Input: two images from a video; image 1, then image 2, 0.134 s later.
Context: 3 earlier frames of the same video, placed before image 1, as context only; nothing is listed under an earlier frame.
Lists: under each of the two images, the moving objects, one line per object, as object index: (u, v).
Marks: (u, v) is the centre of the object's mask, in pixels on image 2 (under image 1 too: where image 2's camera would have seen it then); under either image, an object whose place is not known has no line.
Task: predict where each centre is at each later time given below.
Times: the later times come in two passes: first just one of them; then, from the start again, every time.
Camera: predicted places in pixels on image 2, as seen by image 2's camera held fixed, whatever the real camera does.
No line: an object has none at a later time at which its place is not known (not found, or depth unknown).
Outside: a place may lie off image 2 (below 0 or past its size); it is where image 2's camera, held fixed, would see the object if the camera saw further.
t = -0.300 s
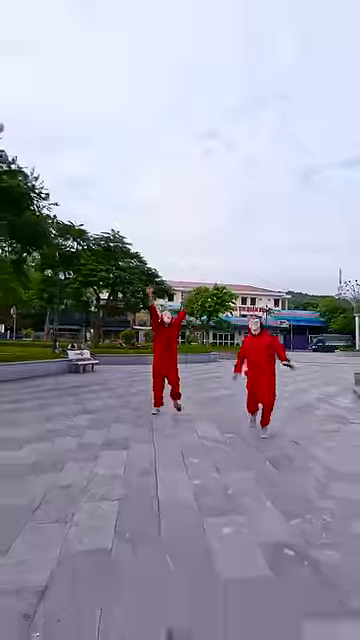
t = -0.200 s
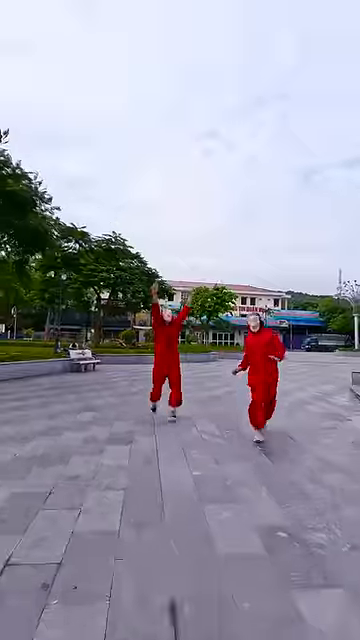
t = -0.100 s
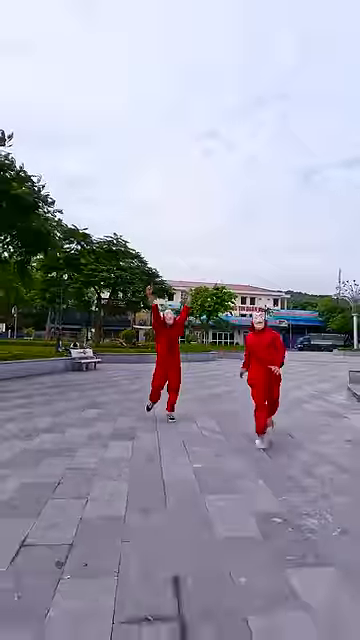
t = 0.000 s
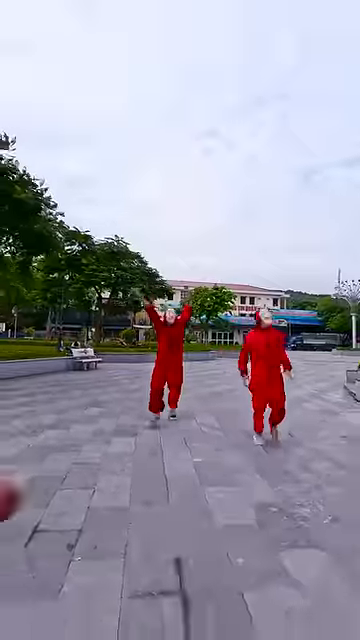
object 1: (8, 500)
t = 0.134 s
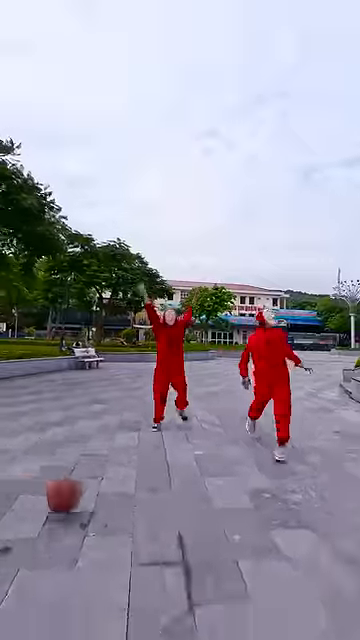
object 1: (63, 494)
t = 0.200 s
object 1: (84, 493)
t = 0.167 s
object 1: (74, 498)
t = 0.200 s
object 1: (84, 493)
